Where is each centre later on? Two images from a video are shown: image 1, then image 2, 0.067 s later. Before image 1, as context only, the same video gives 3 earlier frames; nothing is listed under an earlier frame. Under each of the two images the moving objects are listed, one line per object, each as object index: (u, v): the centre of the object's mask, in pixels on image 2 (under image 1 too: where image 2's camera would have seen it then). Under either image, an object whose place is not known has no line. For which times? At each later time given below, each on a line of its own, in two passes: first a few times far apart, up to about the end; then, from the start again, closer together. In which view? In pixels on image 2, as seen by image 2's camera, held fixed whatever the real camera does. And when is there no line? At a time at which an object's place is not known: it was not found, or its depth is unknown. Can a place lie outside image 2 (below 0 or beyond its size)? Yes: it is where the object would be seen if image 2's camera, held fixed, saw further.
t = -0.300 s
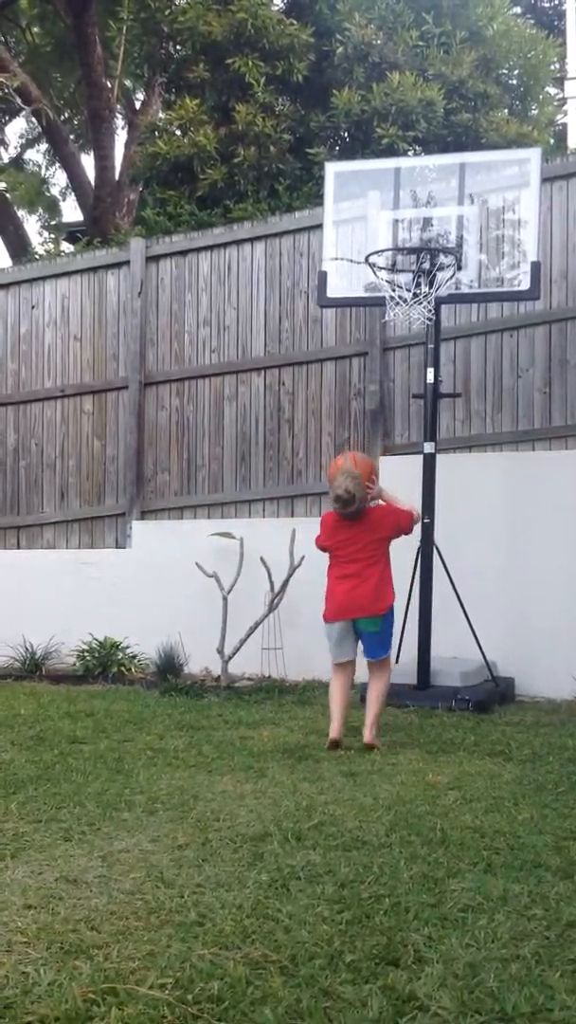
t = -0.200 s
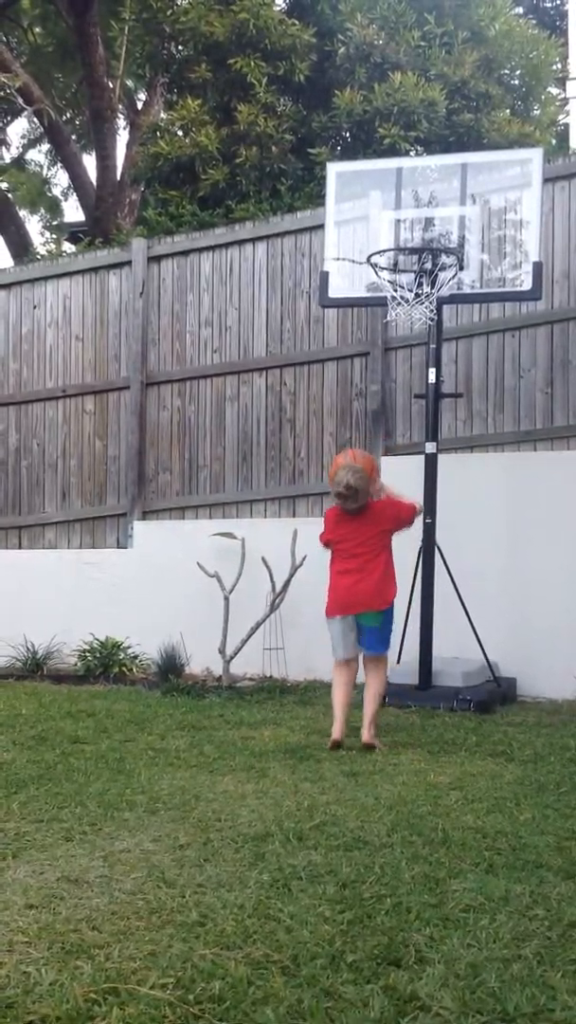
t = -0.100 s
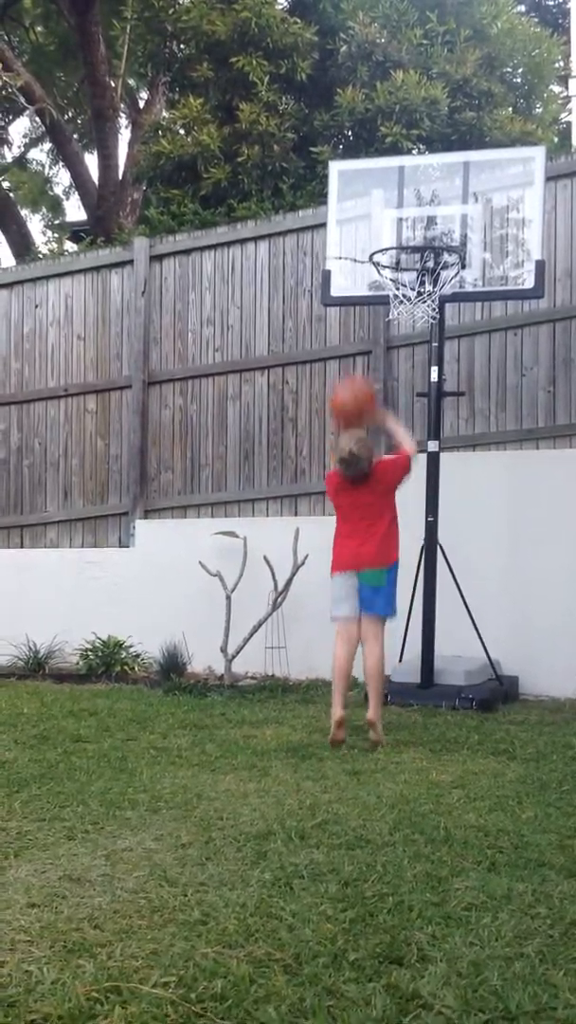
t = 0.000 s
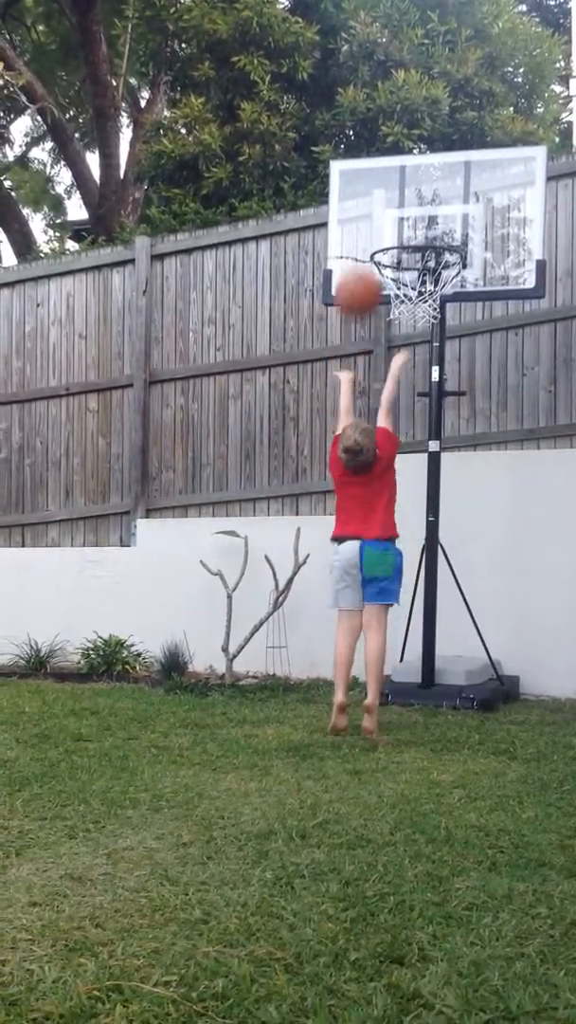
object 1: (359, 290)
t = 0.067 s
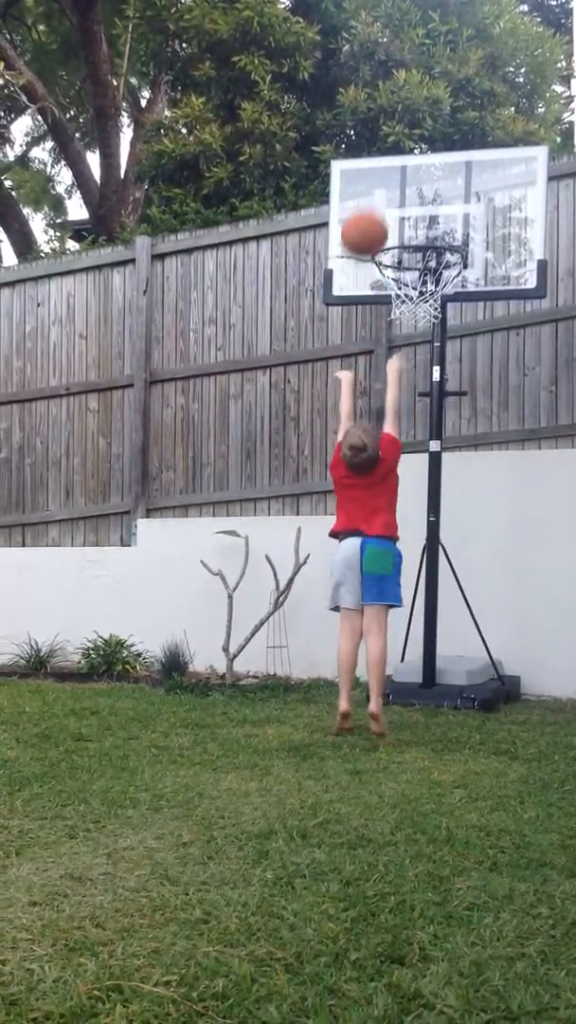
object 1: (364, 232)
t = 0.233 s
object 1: (377, 135)
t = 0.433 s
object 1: (389, 103)
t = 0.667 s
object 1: (404, 155)
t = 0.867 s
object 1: (408, 241)
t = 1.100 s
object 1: (383, 180)
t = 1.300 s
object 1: (361, 203)
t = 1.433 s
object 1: (345, 263)
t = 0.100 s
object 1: (367, 208)
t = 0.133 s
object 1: (369, 186)
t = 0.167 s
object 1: (372, 165)
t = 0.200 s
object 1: (375, 149)
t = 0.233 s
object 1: (377, 135)
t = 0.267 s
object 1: (379, 125)
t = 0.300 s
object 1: (381, 116)
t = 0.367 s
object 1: (385, 105)
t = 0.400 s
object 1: (387, 103)
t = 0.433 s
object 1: (389, 103)
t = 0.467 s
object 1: (391, 104)
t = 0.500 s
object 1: (393, 108)
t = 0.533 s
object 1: (396, 115)
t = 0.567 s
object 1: (398, 121)
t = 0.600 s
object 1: (399, 131)
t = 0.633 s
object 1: (401, 142)
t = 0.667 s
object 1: (404, 155)
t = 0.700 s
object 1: (406, 171)
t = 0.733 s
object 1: (407, 189)
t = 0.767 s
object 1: (409, 207)
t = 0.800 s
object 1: (410, 227)
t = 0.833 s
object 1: (410, 243)
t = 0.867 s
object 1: (408, 241)
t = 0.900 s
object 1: (404, 226)
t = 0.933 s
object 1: (400, 213)
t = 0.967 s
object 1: (396, 203)
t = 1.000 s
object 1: (393, 194)
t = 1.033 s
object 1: (390, 188)
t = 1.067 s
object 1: (387, 183)
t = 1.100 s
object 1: (383, 180)
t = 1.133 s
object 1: (380, 179)
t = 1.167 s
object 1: (376, 179)
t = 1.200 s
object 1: (373, 182)
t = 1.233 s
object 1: (369, 187)
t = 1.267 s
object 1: (365, 194)
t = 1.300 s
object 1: (361, 203)
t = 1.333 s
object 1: (357, 215)
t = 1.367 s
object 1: (353, 229)
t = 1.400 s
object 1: (349, 245)
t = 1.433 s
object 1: (345, 263)
